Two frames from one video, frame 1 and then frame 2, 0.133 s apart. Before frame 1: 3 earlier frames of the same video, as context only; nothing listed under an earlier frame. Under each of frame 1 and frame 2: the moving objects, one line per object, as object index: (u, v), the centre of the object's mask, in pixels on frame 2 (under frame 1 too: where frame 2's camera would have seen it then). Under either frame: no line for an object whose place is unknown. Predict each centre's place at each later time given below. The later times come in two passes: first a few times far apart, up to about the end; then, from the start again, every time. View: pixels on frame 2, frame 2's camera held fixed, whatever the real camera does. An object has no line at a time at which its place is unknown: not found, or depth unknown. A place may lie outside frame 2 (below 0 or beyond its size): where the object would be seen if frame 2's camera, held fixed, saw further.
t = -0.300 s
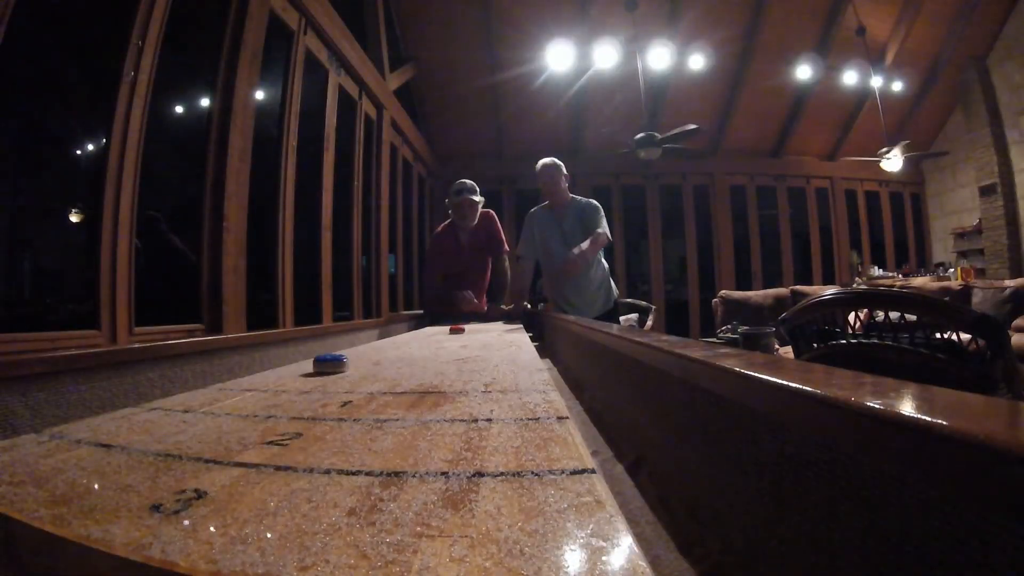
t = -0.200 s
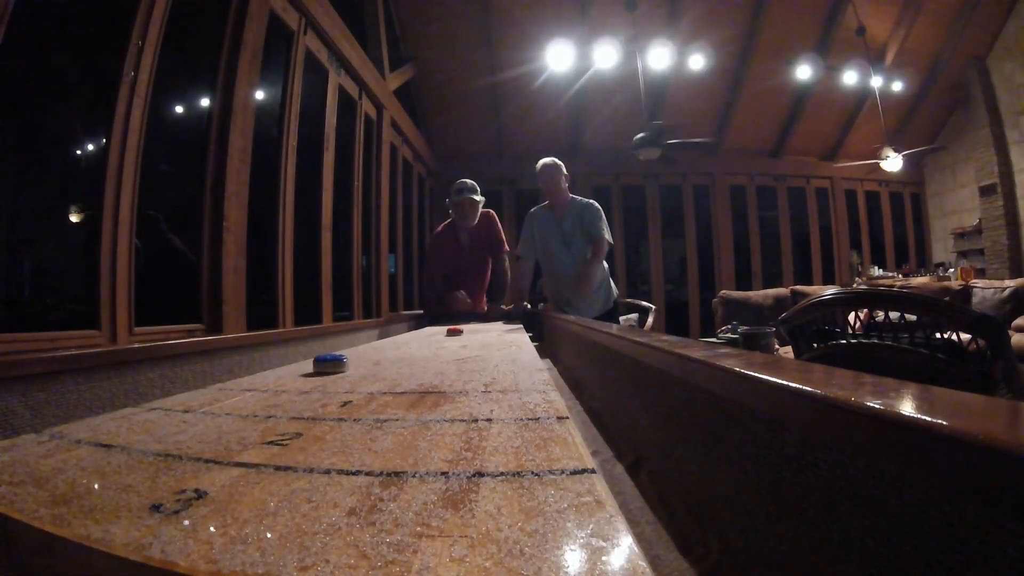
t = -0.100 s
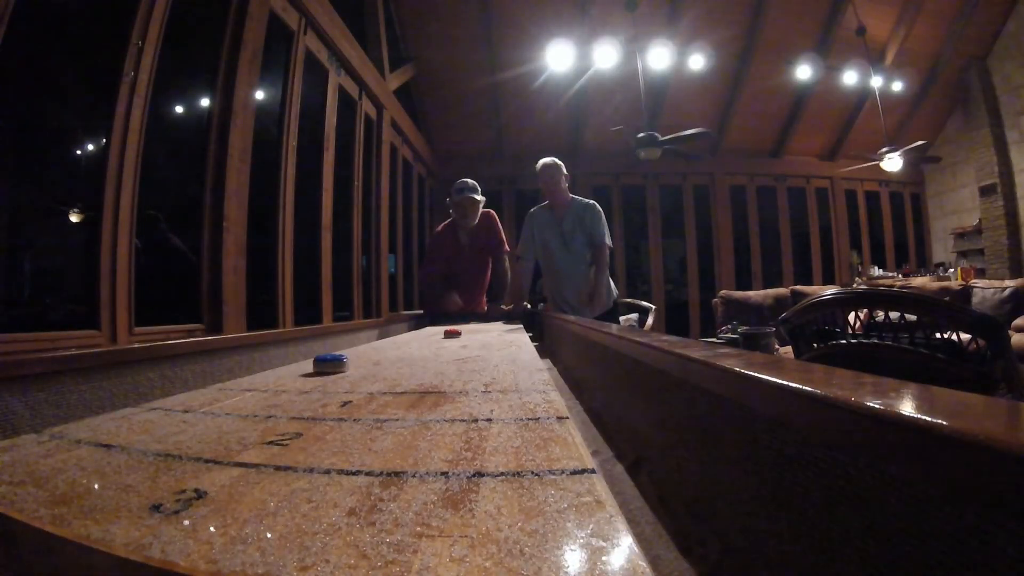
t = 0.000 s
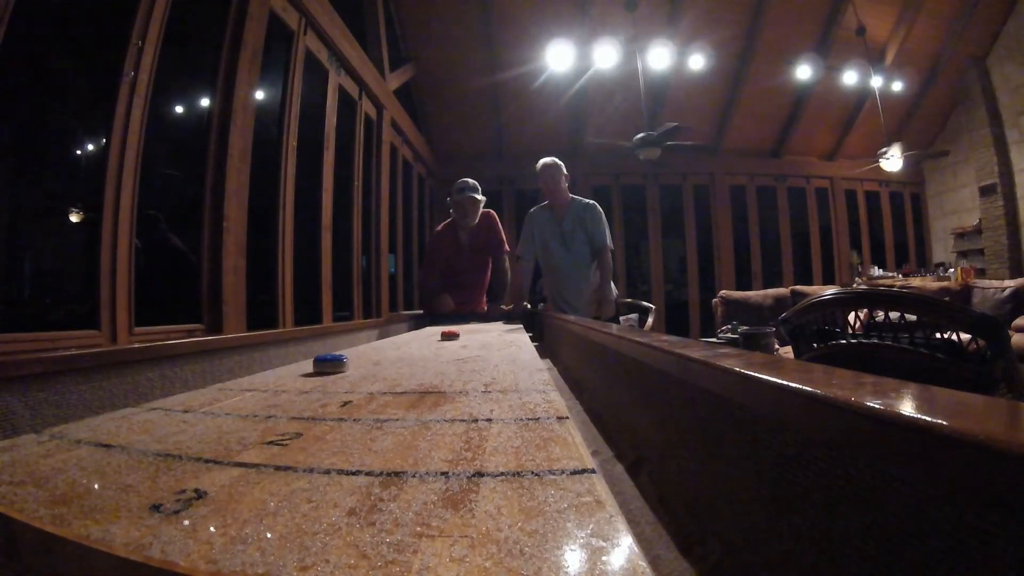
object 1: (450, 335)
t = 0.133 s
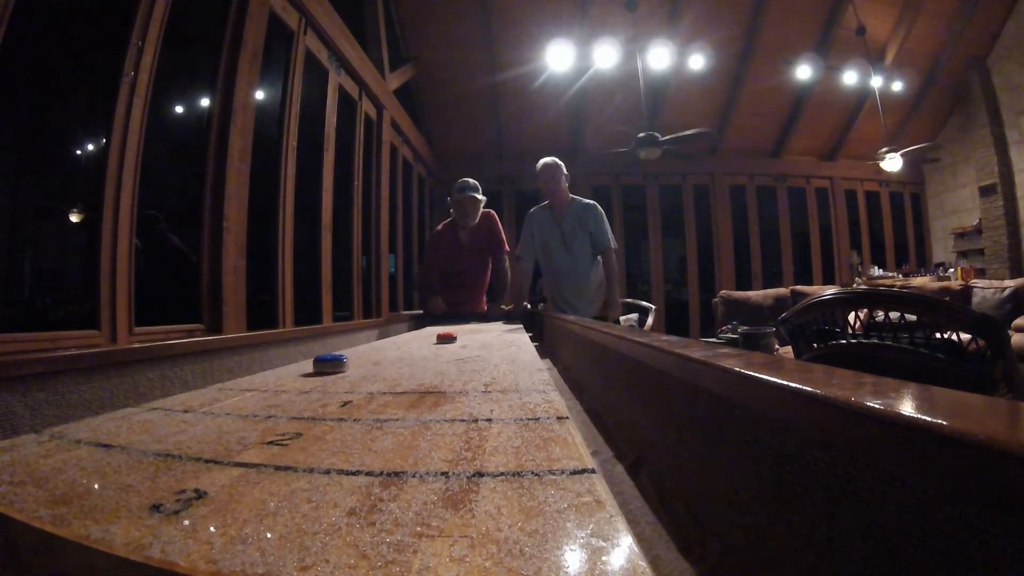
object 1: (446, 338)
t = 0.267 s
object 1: (442, 341)
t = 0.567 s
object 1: (433, 349)
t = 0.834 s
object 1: (424, 357)
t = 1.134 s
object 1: (409, 369)
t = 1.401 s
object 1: (392, 383)
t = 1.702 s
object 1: (369, 405)
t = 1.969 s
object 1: (349, 428)
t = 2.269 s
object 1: (323, 460)
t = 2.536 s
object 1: (302, 495)
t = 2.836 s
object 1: (281, 533)
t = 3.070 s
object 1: (273, 544)
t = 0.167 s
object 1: (445, 339)
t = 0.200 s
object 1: (444, 340)
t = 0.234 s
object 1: (443, 340)
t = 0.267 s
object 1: (442, 341)
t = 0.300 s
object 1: (442, 342)
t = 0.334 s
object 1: (440, 343)
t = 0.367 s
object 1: (439, 344)
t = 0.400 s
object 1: (438, 345)
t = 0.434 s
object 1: (438, 345)
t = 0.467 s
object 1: (437, 346)
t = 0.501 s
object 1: (435, 347)
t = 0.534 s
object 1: (434, 348)
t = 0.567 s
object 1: (433, 349)
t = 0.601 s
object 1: (432, 350)
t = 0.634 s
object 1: (431, 351)
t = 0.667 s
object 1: (430, 352)
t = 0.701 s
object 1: (428, 353)
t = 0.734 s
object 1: (427, 354)
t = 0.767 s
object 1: (426, 355)
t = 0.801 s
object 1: (425, 356)
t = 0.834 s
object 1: (424, 357)
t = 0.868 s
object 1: (422, 358)
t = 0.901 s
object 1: (420, 360)
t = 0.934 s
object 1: (419, 361)
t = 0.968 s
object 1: (417, 362)
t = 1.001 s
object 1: (416, 364)
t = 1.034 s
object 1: (414, 365)
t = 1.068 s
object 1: (413, 366)
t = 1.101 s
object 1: (411, 368)
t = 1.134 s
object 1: (409, 369)
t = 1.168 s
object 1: (407, 371)
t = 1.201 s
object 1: (406, 372)
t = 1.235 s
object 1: (403, 374)
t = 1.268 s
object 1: (401, 376)
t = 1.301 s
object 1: (399, 377)
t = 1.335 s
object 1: (397, 379)
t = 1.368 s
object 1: (395, 381)
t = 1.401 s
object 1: (392, 383)
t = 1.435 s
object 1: (391, 386)
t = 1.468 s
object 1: (388, 387)
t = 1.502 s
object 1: (386, 390)
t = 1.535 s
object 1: (383, 392)
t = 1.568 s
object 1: (380, 394)
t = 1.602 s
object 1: (378, 397)
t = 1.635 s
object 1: (375, 400)
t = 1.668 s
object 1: (372, 402)
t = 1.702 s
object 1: (369, 405)
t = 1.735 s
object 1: (368, 407)
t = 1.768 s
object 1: (365, 410)
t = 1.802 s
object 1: (363, 413)
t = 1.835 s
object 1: (360, 416)
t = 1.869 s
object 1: (357, 419)
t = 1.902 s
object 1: (354, 422)
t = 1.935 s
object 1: (351, 425)
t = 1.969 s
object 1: (349, 428)
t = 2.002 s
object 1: (346, 432)
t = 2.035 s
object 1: (343, 435)
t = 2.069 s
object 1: (340, 439)
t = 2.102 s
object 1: (337, 442)
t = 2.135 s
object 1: (335, 446)
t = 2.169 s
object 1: (332, 449)
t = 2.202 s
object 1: (328, 453)
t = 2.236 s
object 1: (325, 456)
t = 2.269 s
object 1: (323, 460)
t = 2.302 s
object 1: (320, 464)
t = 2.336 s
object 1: (317, 468)
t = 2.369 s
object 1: (314, 473)
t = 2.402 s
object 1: (312, 477)
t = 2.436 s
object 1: (308, 482)
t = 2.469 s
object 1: (306, 486)
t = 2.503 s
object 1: (304, 491)
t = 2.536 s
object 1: (302, 495)
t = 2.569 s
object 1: (299, 500)
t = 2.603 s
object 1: (296, 505)
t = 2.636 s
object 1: (294, 511)
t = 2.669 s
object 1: (291, 516)
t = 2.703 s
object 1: (289, 521)
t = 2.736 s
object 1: (288, 525)
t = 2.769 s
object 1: (285, 529)
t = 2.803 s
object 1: (283, 531)
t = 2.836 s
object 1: (281, 533)
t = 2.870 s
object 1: (280, 535)
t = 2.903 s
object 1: (279, 537)
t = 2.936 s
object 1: (278, 538)
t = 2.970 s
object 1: (277, 540)
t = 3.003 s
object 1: (276, 541)
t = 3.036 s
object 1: (275, 541)
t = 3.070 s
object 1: (273, 544)
